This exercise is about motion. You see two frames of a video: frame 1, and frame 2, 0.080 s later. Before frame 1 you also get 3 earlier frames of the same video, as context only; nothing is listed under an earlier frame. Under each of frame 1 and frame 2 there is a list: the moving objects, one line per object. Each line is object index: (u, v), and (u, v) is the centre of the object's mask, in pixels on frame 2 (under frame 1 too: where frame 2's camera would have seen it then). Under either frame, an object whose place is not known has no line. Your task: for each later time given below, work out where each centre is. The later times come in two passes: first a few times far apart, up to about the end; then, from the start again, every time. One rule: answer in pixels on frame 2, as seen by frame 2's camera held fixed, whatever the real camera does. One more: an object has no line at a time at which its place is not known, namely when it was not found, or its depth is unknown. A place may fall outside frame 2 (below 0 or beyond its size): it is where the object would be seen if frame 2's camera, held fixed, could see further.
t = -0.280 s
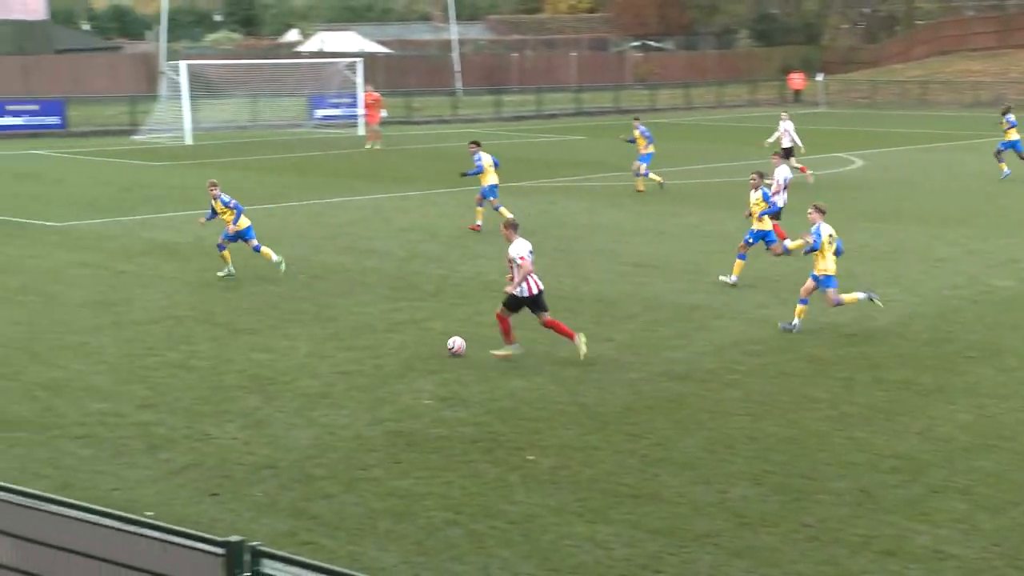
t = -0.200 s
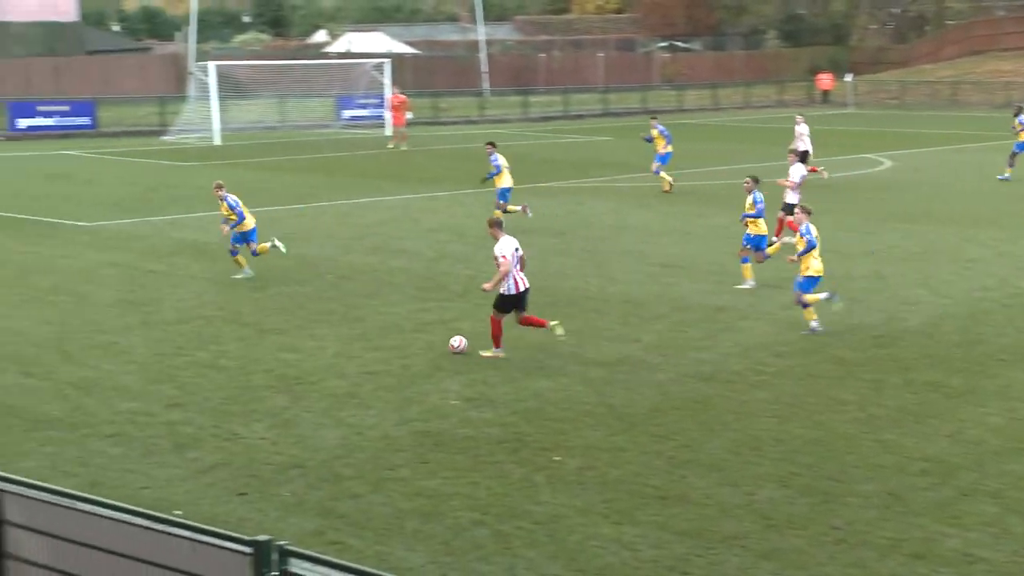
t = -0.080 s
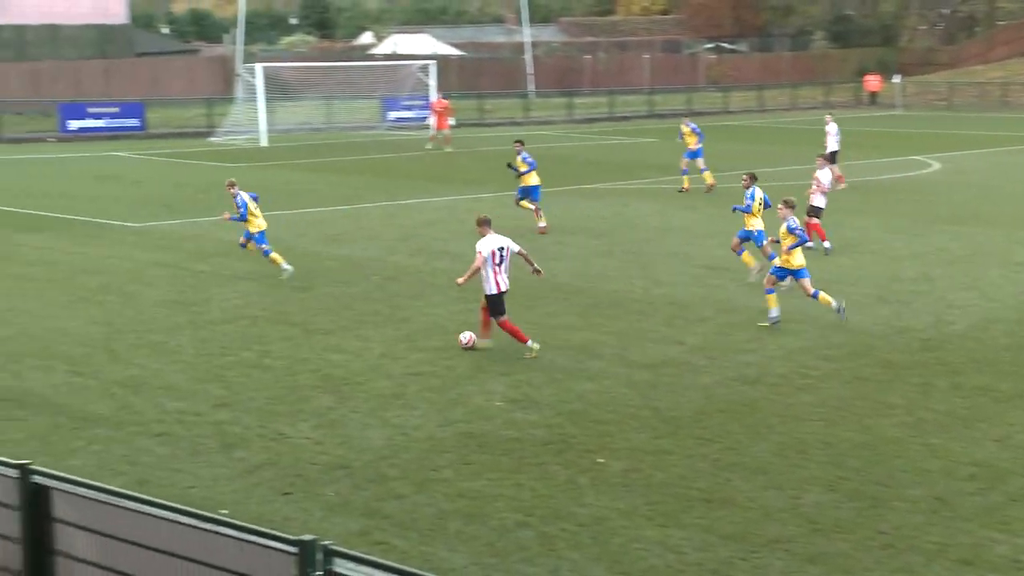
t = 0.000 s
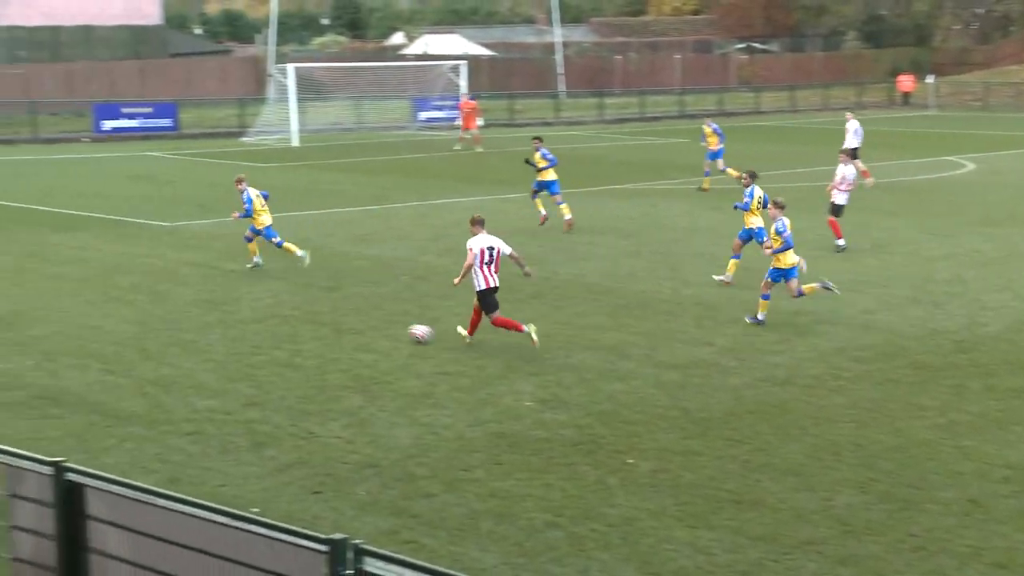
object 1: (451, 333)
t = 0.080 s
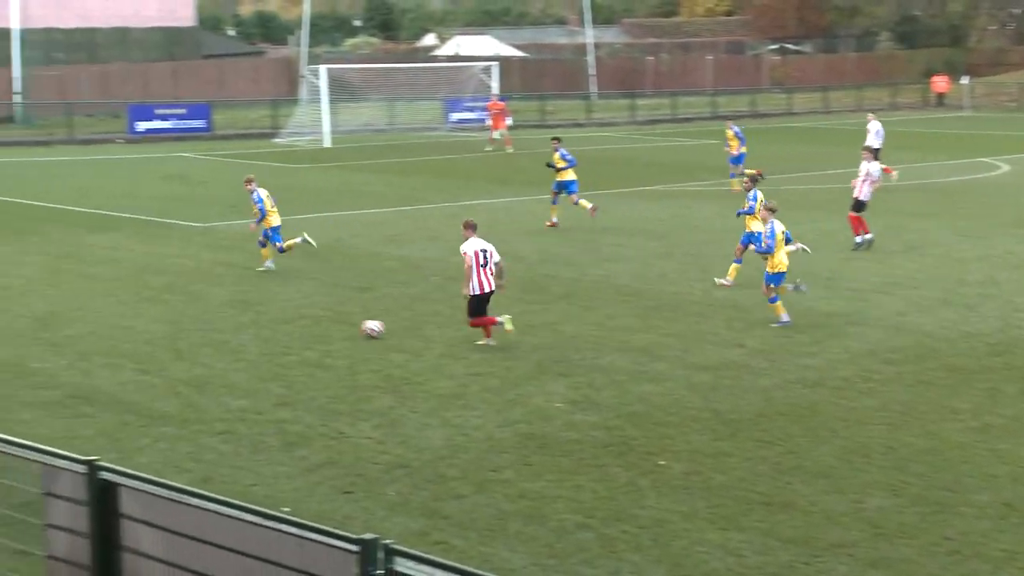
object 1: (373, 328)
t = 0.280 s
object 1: (198, 319)
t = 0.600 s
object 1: (-29, 309)
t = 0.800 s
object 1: (-143, 303)
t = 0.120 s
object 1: (334, 327)
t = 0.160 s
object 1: (299, 325)
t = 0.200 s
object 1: (265, 321)
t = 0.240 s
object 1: (231, 319)
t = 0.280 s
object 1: (198, 319)
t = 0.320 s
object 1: (165, 318)
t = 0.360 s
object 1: (136, 316)
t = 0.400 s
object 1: (106, 315)
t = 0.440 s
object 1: (76, 314)
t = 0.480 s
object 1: (49, 312)
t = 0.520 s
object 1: (22, 311)
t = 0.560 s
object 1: (-3, 309)
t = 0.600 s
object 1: (-29, 309)
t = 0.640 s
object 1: (-53, 307)
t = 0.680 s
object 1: (-77, 306)
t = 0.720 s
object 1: (-101, 306)
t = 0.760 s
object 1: (-122, 305)
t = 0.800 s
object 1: (-143, 303)
